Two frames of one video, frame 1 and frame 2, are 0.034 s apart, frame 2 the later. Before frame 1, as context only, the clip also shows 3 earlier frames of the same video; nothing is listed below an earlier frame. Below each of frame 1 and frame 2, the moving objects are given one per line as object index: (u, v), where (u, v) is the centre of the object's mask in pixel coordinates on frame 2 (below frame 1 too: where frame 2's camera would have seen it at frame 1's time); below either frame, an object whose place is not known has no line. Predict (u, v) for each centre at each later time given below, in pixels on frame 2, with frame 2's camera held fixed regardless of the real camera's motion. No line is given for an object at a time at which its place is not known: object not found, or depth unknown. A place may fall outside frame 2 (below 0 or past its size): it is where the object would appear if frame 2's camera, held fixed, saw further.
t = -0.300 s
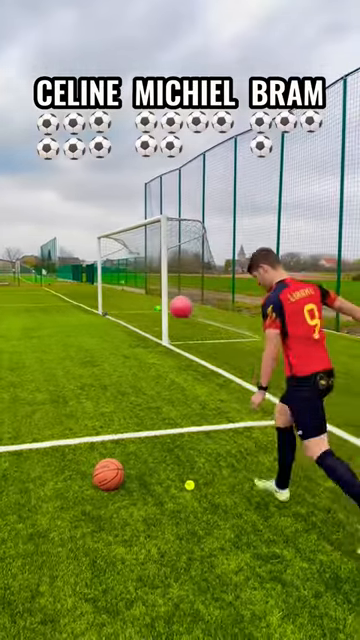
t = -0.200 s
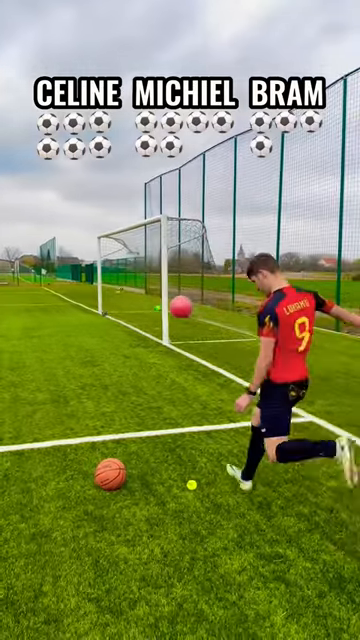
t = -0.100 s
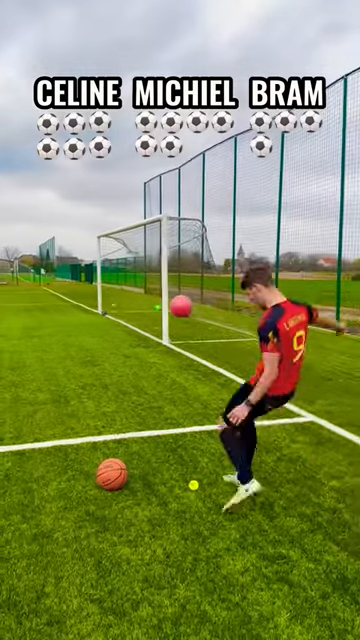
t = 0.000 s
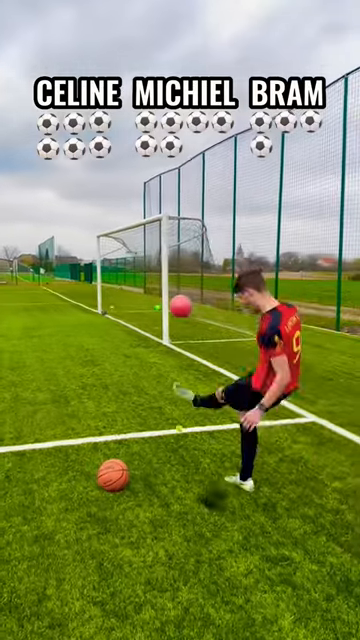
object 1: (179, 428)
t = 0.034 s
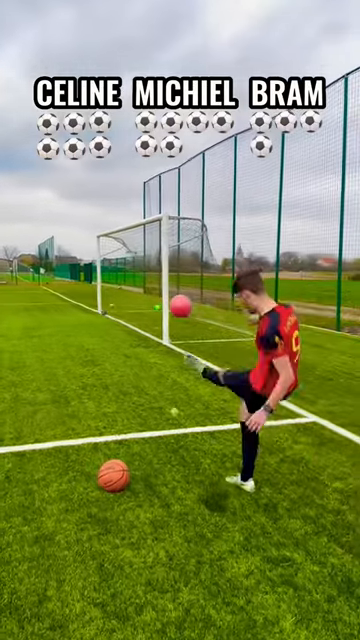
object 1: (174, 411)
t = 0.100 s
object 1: (167, 387)
